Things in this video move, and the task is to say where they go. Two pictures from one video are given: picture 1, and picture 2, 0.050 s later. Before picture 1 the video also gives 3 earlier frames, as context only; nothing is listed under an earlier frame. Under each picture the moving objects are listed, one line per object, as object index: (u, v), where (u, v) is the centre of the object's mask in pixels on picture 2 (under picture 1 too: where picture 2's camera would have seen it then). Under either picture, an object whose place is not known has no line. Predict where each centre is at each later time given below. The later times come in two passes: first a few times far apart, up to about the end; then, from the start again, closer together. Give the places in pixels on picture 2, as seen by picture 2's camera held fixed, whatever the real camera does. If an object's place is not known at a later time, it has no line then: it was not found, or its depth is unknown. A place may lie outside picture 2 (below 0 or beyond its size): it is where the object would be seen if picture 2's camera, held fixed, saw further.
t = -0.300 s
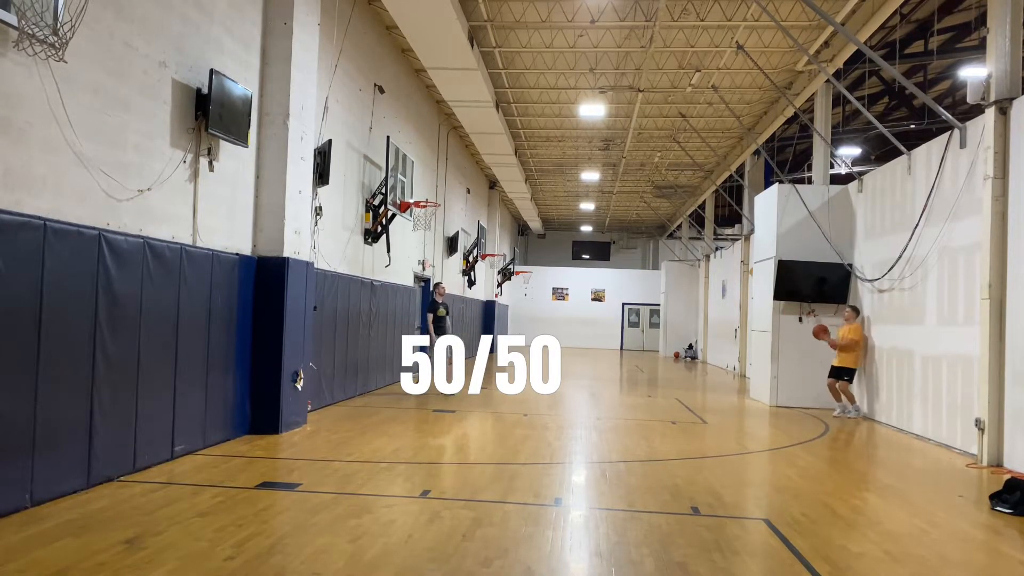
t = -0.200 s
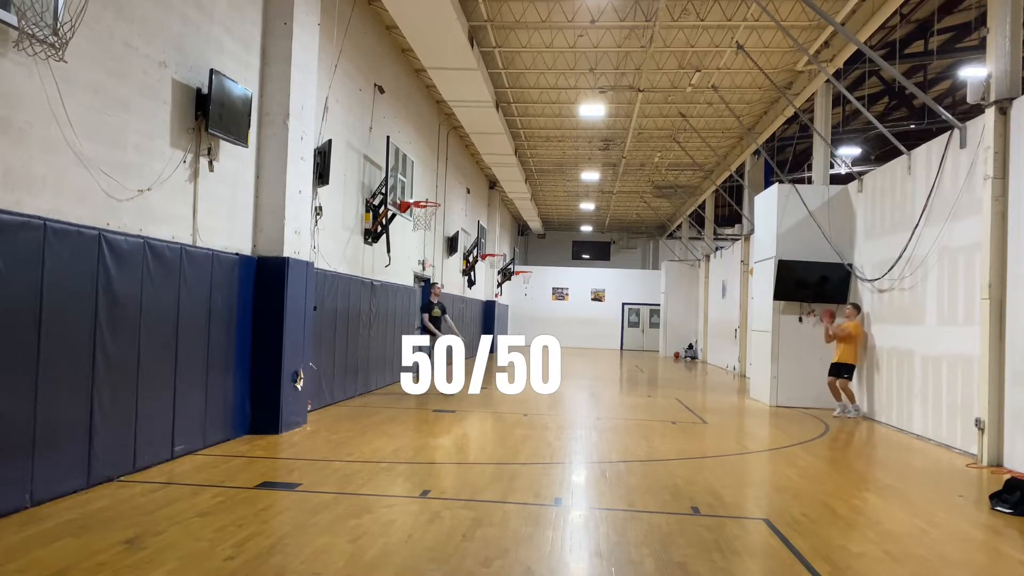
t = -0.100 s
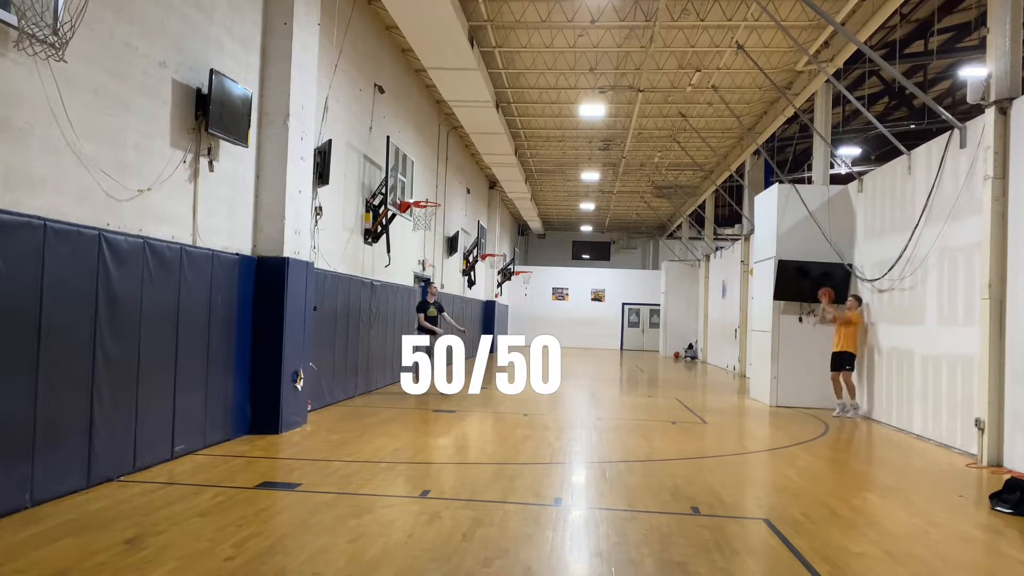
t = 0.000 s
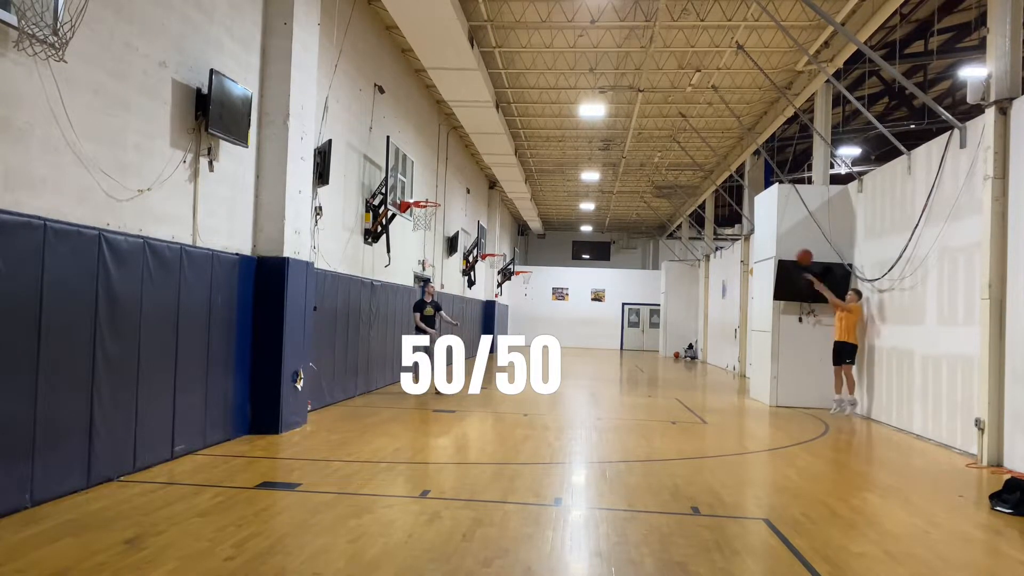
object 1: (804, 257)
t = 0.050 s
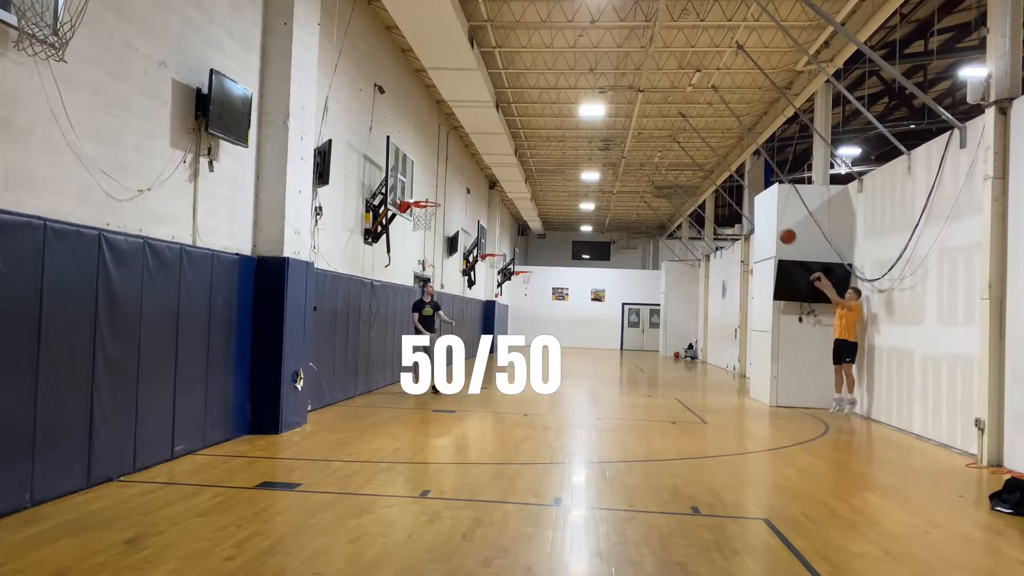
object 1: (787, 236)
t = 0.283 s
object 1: (710, 165)
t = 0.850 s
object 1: (532, 132)
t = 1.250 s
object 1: (411, 219)
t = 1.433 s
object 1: (400, 251)
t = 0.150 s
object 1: (754, 201)
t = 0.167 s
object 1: (748, 196)
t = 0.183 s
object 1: (743, 191)
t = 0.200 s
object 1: (737, 186)
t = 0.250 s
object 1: (721, 173)
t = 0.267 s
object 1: (715, 168)
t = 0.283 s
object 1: (710, 165)
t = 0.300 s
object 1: (705, 162)
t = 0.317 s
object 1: (700, 157)
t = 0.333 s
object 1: (694, 154)
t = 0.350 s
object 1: (689, 150)
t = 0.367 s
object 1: (684, 147)
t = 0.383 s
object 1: (679, 144)
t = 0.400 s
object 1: (673, 142)
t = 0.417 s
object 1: (668, 139)
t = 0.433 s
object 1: (662, 137)
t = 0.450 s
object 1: (657, 135)
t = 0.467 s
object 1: (652, 132)
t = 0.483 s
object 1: (646, 131)
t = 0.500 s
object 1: (641, 129)
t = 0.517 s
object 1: (636, 127)
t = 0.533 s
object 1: (631, 126)
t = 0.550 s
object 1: (625, 125)
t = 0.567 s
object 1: (620, 123)
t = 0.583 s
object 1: (615, 123)
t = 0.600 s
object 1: (610, 122)
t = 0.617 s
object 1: (605, 123)
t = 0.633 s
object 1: (599, 123)
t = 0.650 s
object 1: (594, 123)
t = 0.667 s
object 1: (588, 123)
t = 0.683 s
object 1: (583, 123)
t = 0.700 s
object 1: (577, 123)
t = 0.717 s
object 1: (573, 122)
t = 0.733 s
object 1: (567, 122)
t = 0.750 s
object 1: (562, 123)
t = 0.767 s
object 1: (557, 125)
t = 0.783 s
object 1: (552, 126)
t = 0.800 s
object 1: (547, 127)
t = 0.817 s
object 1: (542, 128)
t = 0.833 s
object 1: (537, 130)
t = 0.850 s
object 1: (532, 132)
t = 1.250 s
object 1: (411, 219)
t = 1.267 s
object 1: (409, 221)
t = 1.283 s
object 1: (407, 224)
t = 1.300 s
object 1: (405, 226)
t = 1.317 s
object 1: (404, 228)
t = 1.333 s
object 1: (402, 231)
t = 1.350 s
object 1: (400, 234)
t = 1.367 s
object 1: (398, 237)
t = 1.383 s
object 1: (396, 240)
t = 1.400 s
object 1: (397, 243)
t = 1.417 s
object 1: (398, 247)
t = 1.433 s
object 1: (400, 251)
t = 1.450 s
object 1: (402, 255)
